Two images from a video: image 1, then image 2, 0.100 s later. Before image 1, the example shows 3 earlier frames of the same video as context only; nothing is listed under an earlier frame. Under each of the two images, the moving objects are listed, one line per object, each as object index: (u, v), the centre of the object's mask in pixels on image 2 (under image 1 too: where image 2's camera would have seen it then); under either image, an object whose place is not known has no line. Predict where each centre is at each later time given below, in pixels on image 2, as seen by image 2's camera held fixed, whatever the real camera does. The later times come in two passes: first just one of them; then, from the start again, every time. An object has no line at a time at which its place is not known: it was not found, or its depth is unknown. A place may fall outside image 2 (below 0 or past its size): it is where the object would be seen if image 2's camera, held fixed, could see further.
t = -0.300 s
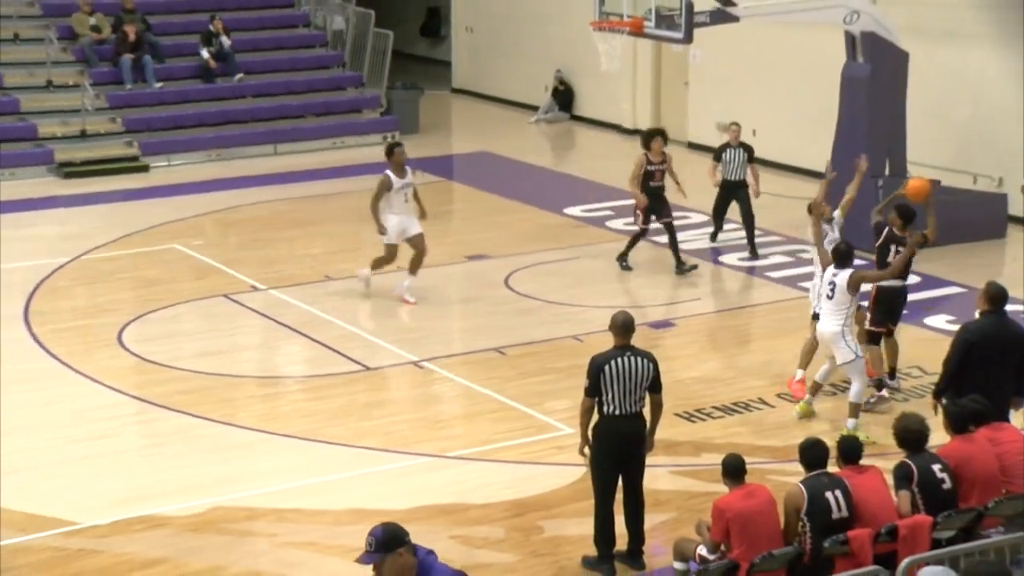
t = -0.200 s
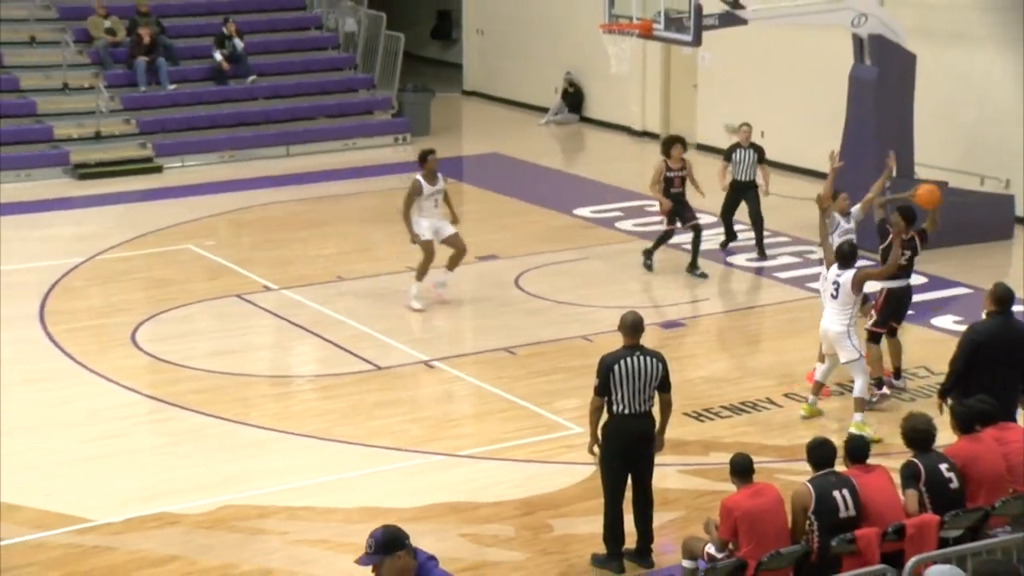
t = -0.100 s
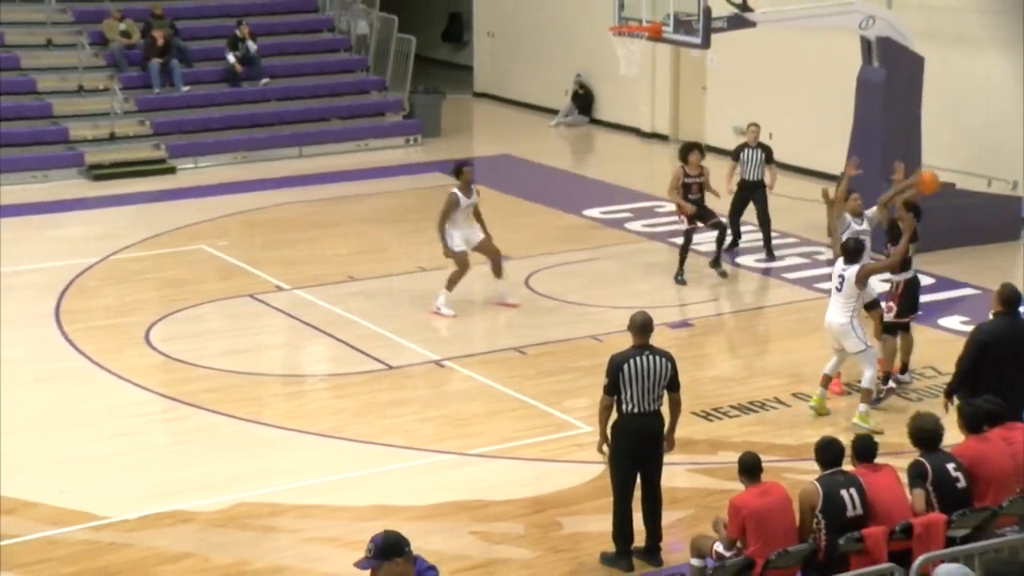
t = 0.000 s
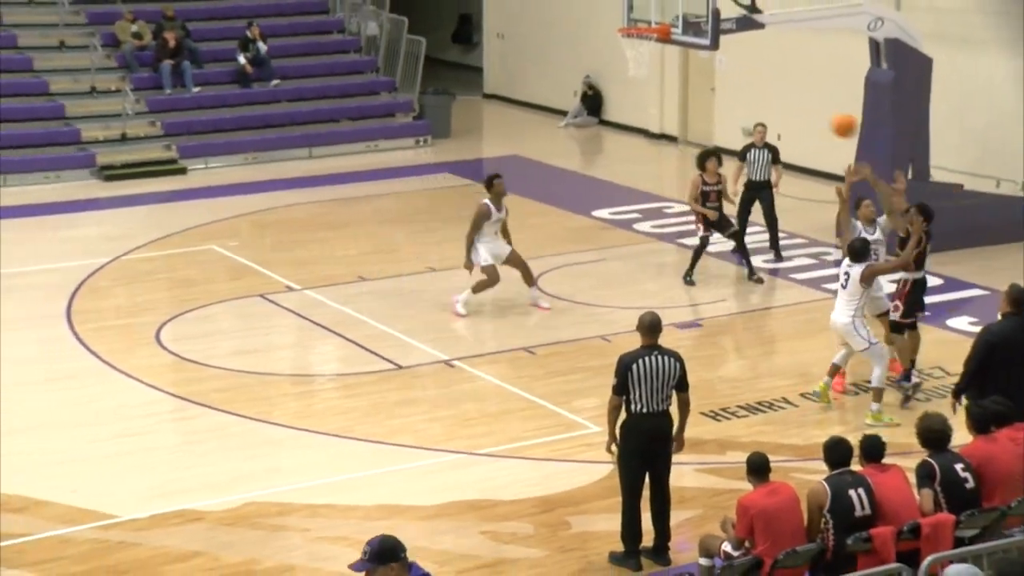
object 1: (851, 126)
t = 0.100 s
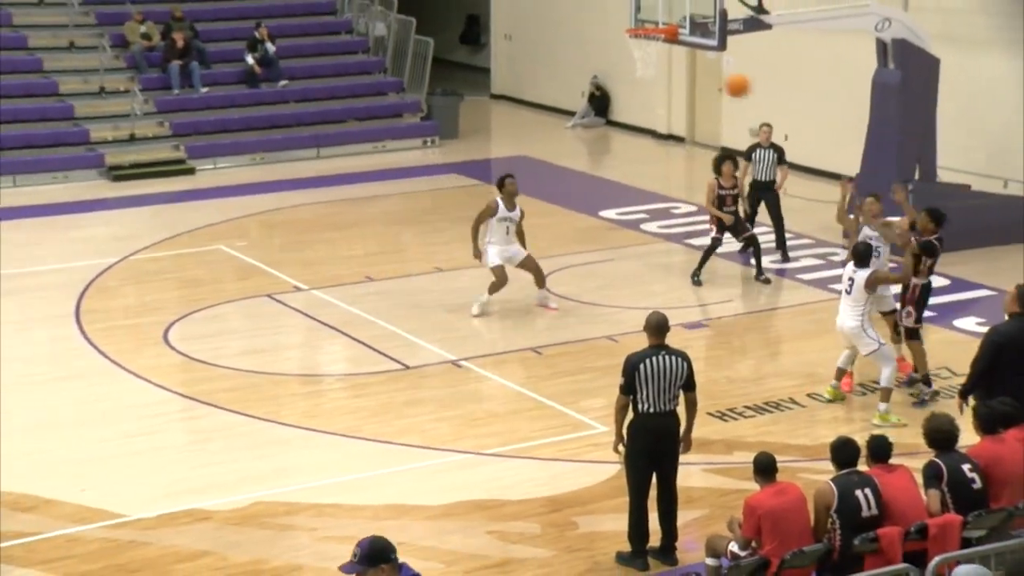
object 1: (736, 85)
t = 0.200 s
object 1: (623, 56)
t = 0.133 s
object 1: (699, 75)
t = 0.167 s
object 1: (661, 64)
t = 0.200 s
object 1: (623, 56)
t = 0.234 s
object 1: (587, 48)
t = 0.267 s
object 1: (550, 42)
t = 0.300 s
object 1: (515, 36)
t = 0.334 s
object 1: (478, 31)
